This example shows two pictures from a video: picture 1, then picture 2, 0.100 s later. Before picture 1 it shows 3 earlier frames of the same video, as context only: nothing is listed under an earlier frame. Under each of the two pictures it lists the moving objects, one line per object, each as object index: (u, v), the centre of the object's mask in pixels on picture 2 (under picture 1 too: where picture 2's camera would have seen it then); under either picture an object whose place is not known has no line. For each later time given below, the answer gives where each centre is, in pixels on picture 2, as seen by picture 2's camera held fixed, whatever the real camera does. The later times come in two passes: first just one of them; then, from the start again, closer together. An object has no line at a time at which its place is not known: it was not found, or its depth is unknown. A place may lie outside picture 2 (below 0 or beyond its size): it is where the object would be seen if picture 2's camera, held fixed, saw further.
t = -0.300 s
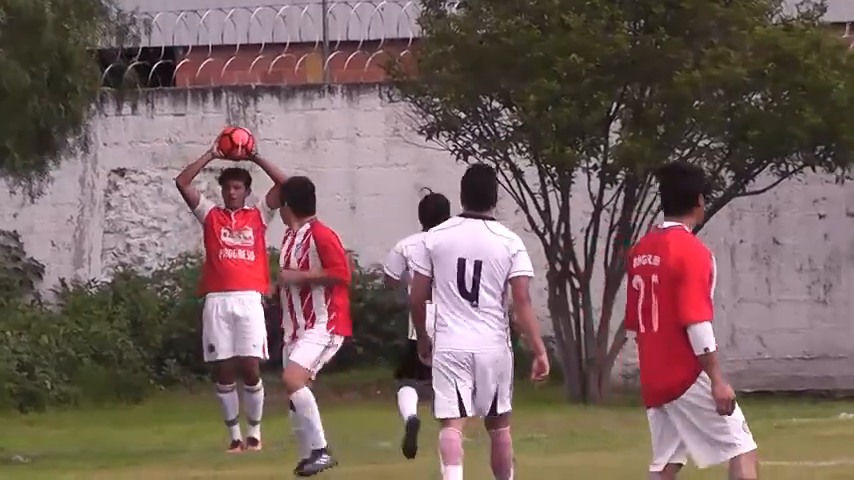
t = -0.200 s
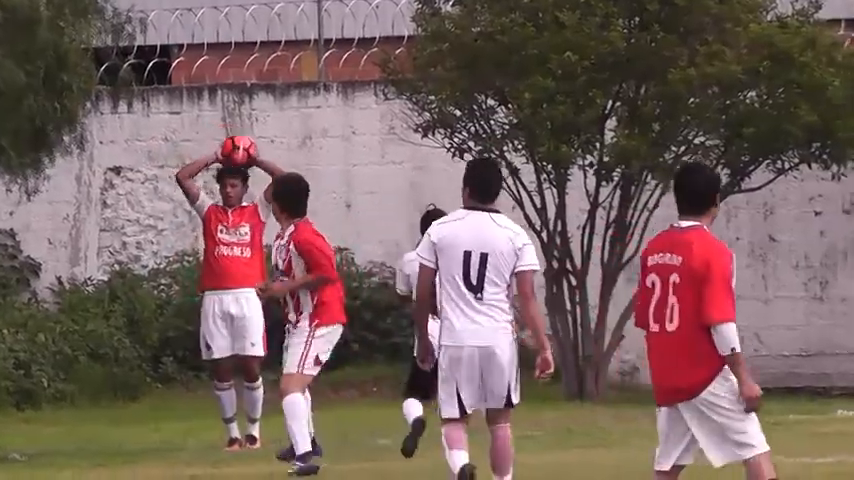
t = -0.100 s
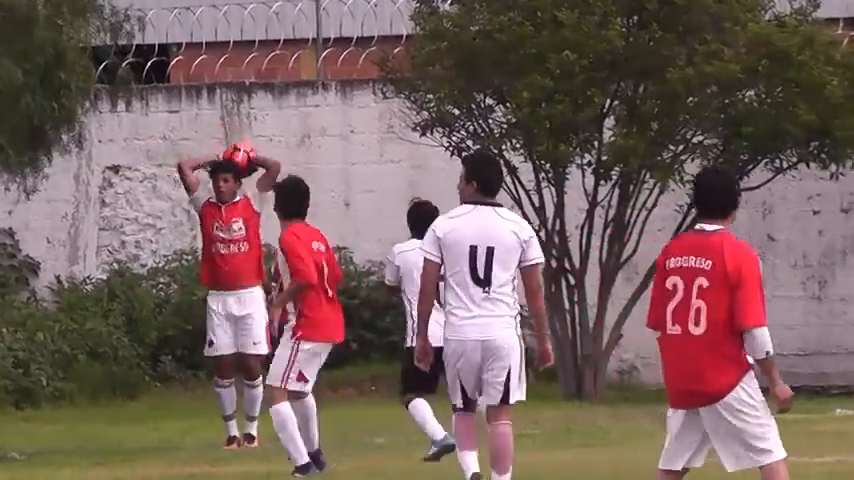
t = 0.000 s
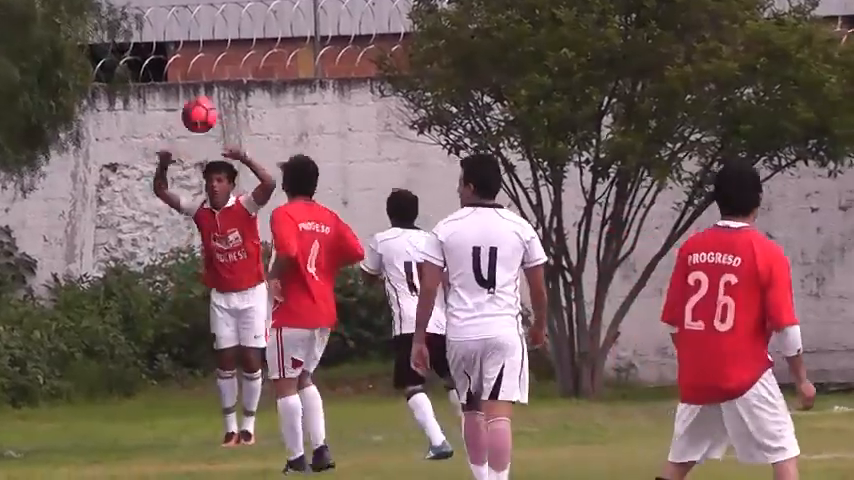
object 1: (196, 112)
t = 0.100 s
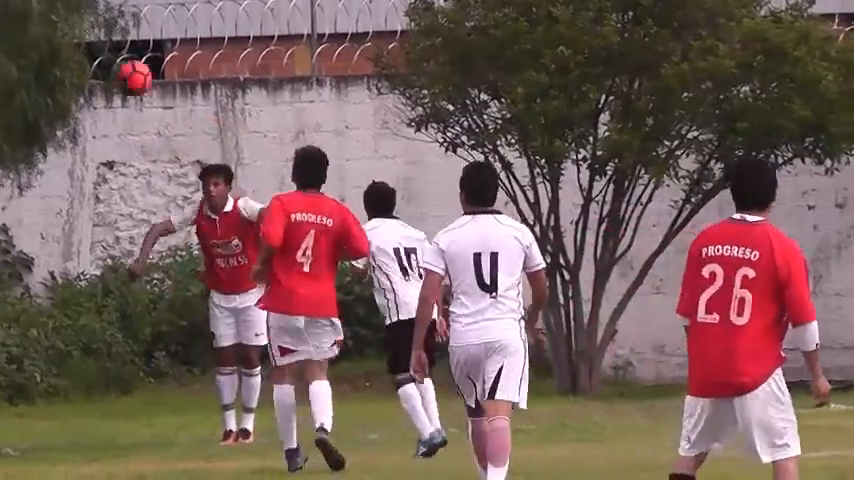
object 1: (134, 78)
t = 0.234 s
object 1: (52, 55)
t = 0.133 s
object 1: (113, 70)
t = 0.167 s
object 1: (93, 64)
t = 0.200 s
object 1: (70, 60)
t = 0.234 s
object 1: (52, 55)
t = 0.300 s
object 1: (10, 56)
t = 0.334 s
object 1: (-18, 56)
